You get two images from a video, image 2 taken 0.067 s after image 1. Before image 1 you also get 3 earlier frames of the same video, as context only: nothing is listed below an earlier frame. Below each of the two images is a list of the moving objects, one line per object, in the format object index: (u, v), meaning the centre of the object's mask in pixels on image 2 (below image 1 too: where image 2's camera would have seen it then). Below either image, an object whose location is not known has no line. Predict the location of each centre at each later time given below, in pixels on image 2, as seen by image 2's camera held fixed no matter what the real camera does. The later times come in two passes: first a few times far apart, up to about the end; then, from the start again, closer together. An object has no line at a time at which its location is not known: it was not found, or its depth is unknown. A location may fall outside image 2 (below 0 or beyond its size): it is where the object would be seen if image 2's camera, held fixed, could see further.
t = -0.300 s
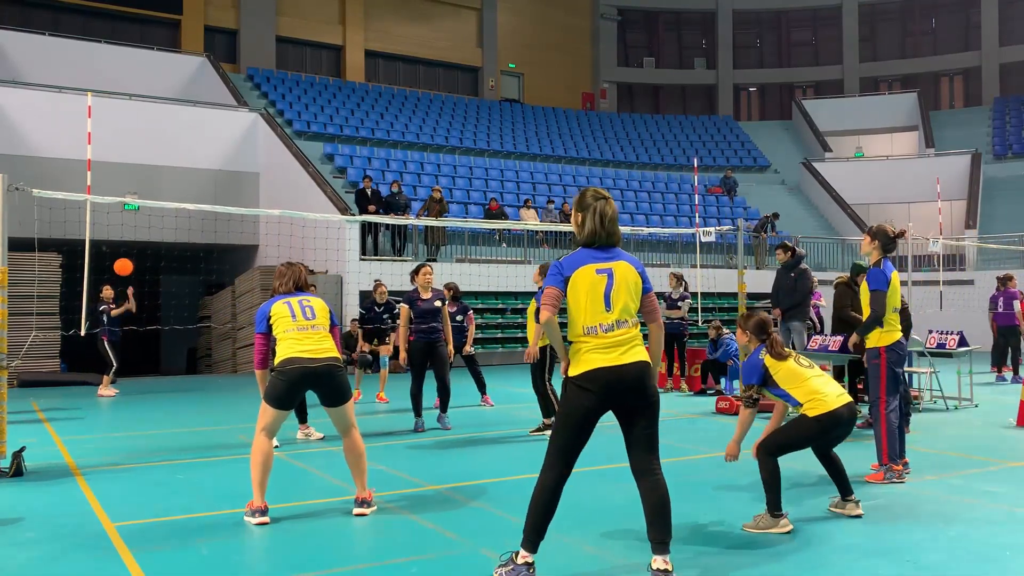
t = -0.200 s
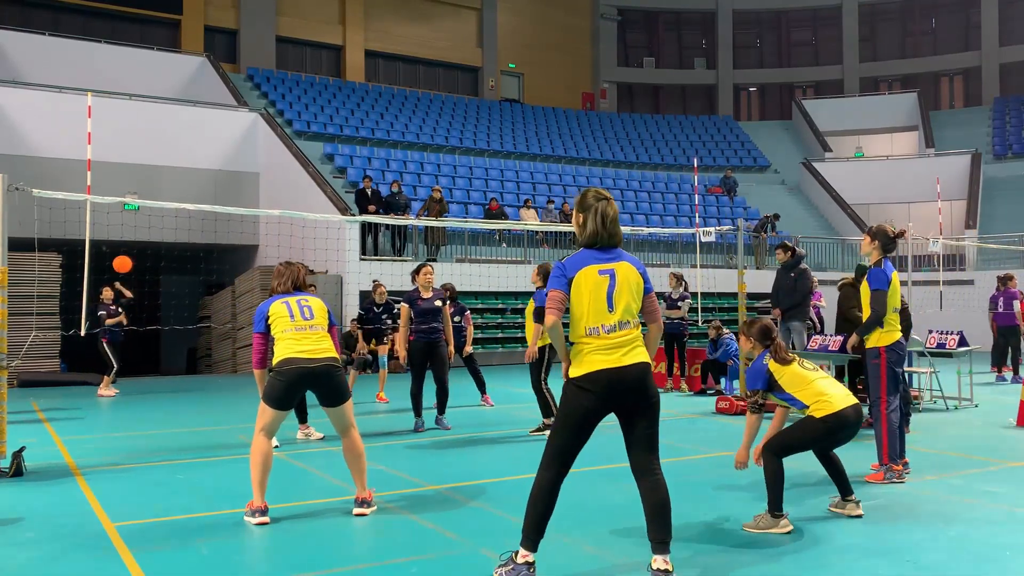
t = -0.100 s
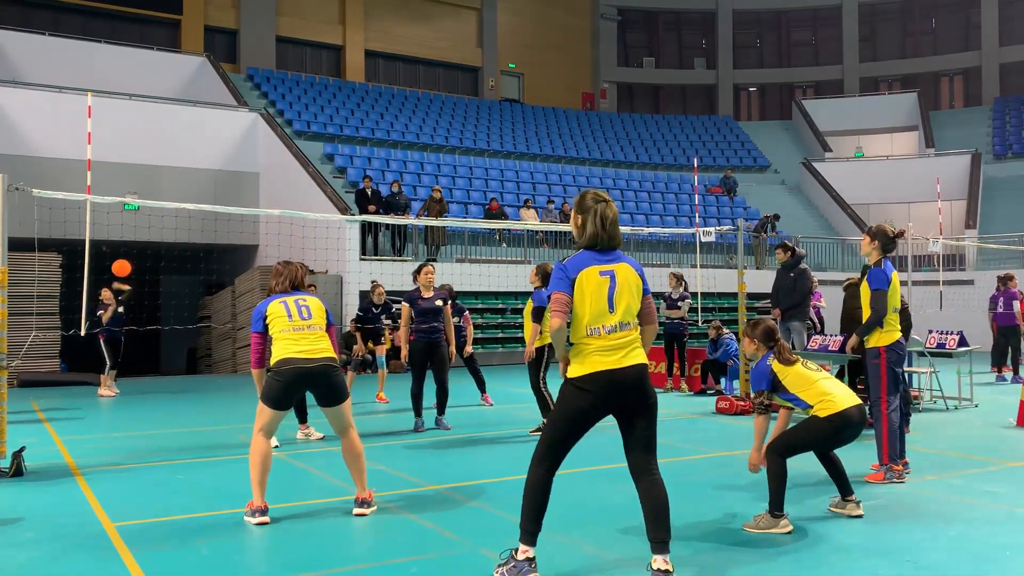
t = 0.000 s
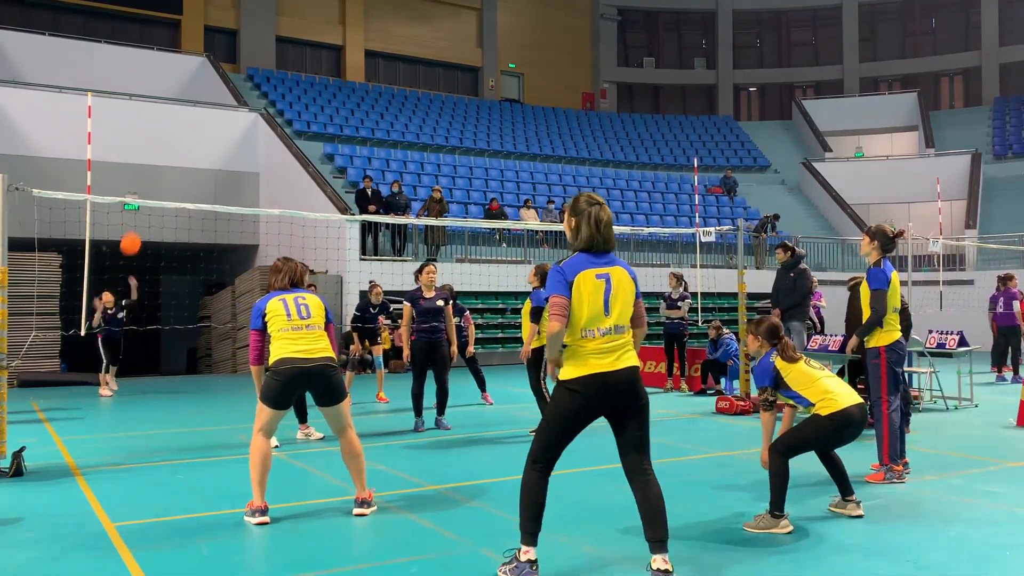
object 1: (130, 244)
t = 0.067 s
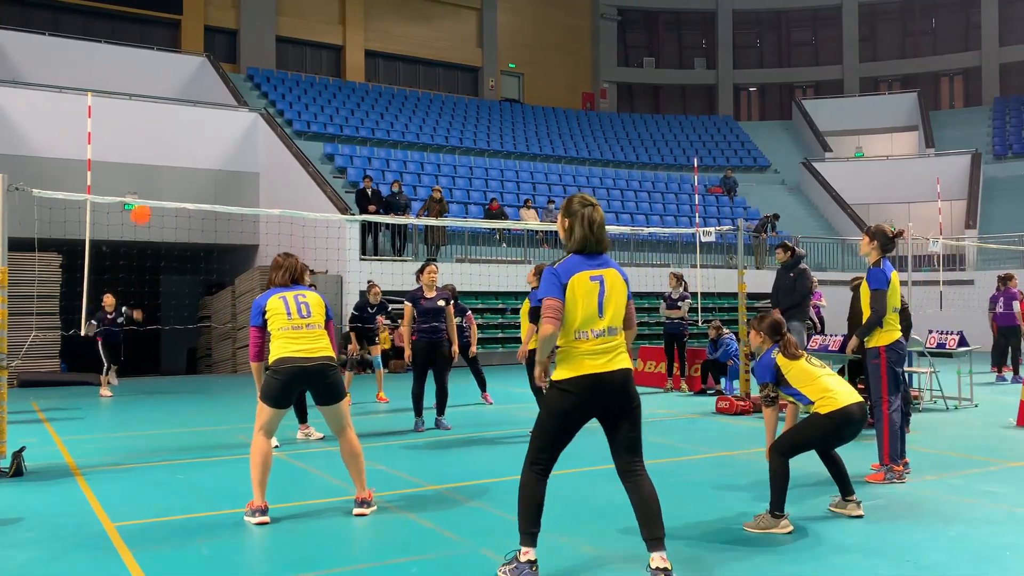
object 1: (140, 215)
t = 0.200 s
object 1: (165, 162)
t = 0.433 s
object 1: (220, 99)
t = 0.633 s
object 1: (280, 80)
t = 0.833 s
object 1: (353, 101)
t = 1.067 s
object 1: (455, 192)
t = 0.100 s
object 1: (146, 199)
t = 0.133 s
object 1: (152, 187)
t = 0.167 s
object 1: (159, 174)
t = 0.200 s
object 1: (165, 162)
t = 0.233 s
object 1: (172, 151)
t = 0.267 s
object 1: (179, 140)
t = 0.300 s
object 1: (187, 130)
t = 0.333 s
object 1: (195, 121)
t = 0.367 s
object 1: (203, 112)
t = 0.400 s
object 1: (211, 105)
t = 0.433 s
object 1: (220, 99)
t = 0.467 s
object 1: (229, 93)
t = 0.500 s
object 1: (239, 89)
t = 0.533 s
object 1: (248, 85)
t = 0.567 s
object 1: (259, 83)
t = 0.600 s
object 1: (269, 81)
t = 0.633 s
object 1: (280, 80)
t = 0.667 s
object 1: (291, 80)
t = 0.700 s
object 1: (303, 82)
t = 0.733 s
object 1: (315, 84)
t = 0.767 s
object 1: (327, 88)
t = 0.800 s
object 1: (340, 94)
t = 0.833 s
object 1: (353, 101)
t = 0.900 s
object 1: (381, 119)
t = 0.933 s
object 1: (395, 131)
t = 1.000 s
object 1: (425, 158)
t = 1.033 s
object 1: (440, 174)
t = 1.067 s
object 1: (455, 192)
